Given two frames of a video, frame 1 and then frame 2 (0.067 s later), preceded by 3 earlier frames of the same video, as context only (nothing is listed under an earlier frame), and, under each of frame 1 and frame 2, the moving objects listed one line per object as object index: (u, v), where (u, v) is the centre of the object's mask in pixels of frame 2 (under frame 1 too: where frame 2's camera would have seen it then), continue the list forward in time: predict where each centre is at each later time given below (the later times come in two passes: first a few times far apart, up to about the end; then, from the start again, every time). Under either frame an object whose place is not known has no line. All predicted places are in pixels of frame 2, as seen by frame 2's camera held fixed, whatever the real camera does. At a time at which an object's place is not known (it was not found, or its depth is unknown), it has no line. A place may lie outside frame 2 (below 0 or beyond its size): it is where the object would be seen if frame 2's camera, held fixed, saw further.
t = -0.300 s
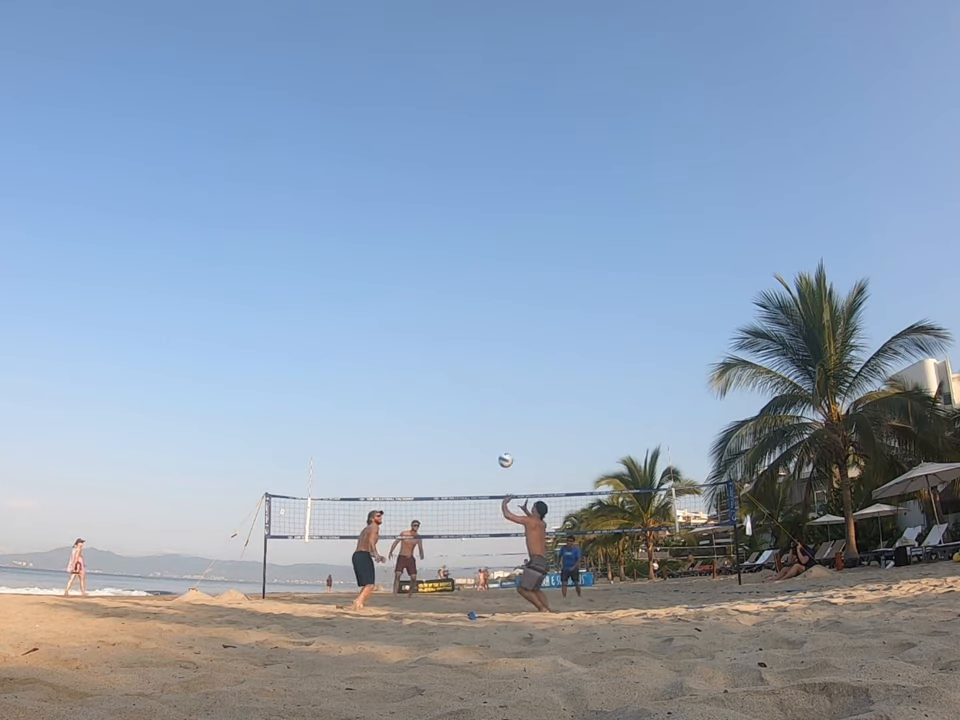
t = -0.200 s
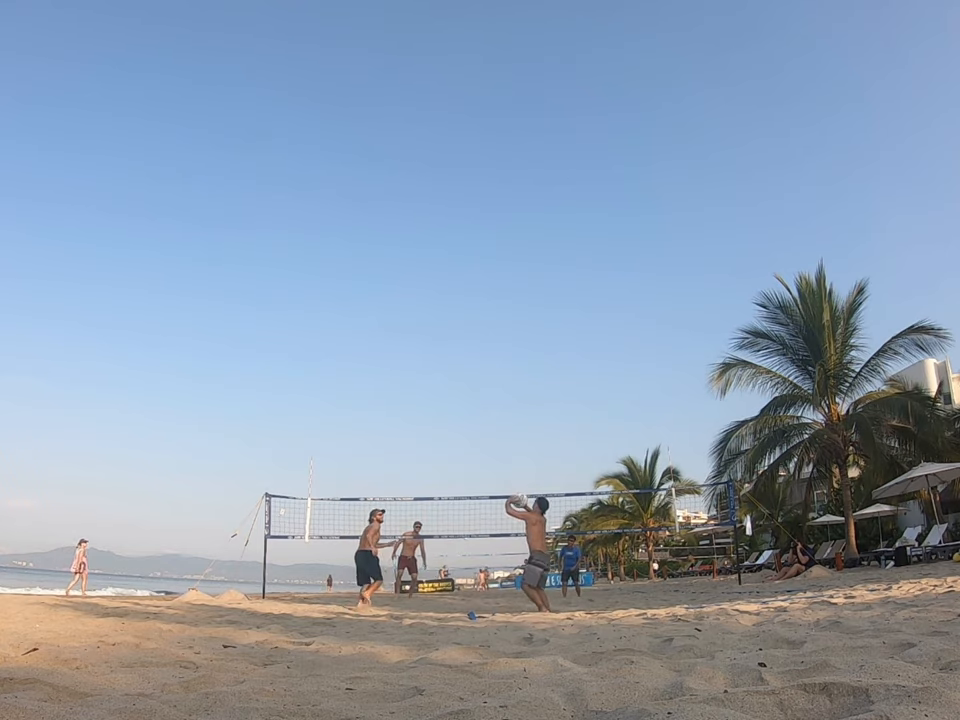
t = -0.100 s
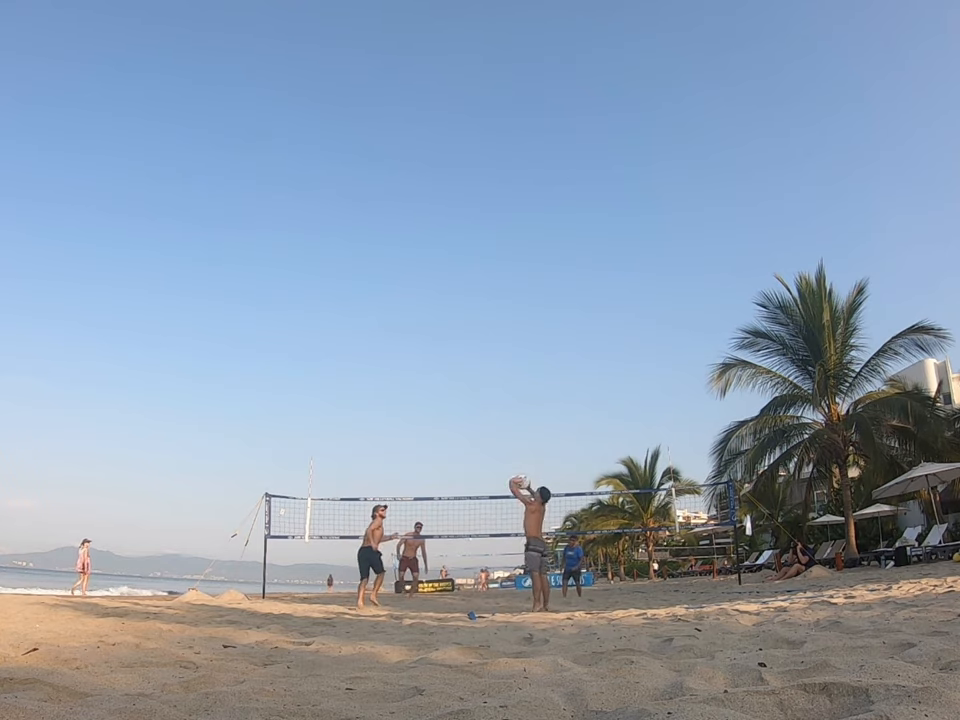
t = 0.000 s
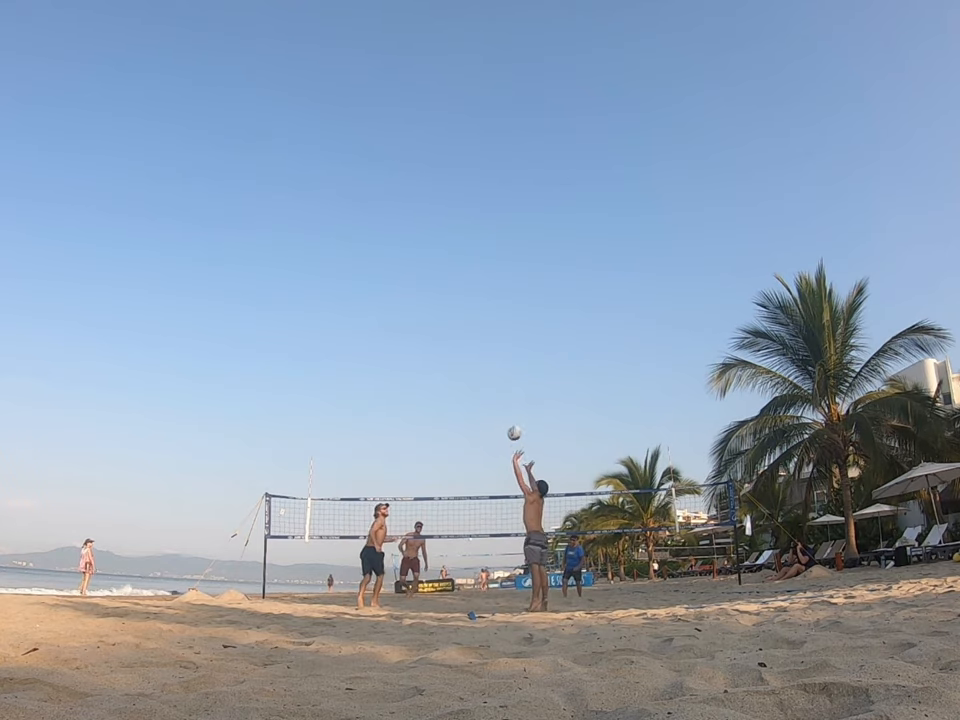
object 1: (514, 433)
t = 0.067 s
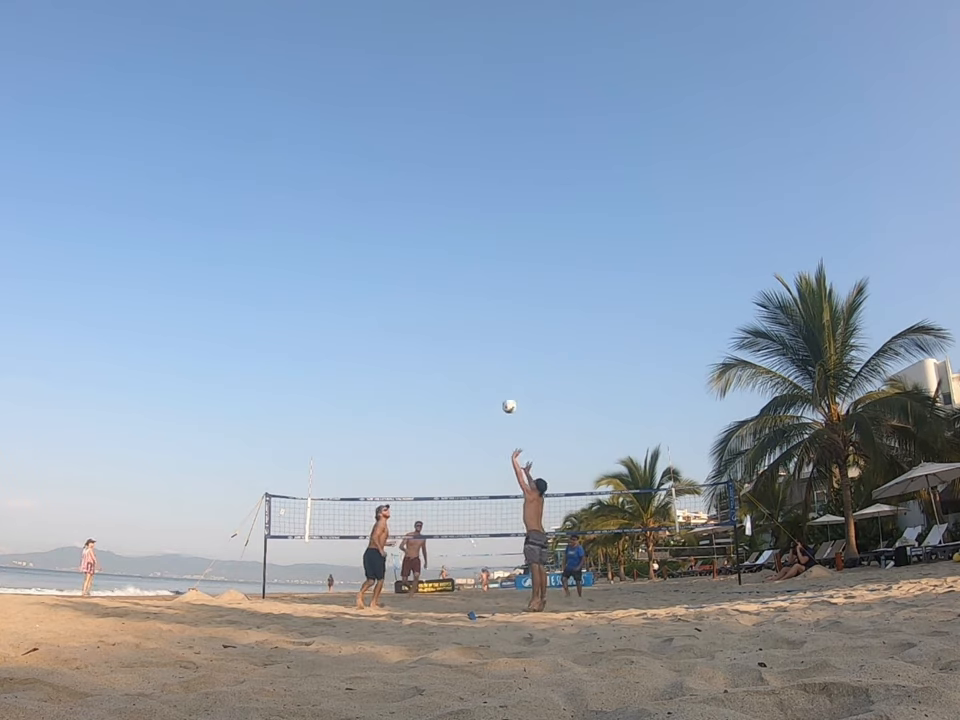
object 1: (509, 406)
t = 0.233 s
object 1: (497, 356)
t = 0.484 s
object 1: (481, 321)
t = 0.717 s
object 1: (468, 319)
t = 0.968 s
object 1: (456, 347)
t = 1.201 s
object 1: (445, 398)
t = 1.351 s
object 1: (438, 442)
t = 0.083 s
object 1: (508, 400)
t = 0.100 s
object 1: (506, 394)
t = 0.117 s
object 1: (505, 388)
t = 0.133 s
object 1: (504, 383)
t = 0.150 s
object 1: (503, 378)
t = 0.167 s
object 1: (502, 373)
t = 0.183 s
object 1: (501, 369)
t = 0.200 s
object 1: (500, 364)
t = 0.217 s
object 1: (498, 360)
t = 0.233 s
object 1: (497, 356)
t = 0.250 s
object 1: (496, 353)
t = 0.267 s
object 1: (495, 349)
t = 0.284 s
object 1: (494, 346)
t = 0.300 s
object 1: (493, 343)
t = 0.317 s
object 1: (492, 340)
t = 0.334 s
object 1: (491, 337)
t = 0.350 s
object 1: (490, 335)
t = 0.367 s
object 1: (489, 333)
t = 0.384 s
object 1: (488, 330)
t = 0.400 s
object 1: (487, 328)
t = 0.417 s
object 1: (485, 326)
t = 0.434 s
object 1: (485, 325)
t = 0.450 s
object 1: (483, 323)
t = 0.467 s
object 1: (482, 322)
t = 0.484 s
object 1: (481, 321)
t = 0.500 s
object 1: (480, 320)
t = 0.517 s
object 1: (480, 319)
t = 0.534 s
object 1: (478, 318)
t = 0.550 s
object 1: (477, 317)
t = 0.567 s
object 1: (477, 317)
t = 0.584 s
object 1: (476, 317)
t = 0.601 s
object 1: (475, 316)
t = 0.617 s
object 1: (474, 316)
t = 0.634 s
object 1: (473, 317)
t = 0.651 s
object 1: (472, 317)
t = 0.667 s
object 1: (471, 317)
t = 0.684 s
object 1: (470, 318)
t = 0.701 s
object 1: (469, 319)
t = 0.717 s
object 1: (468, 319)
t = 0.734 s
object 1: (467, 320)
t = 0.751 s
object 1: (466, 321)
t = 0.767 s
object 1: (466, 323)
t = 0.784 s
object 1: (465, 324)
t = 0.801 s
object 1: (464, 325)
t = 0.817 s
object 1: (463, 327)
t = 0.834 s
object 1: (463, 329)
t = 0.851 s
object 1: (462, 331)
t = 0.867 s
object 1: (461, 333)
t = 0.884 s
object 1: (460, 335)
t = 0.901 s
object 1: (459, 337)
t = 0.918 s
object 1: (458, 339)
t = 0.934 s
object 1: (457, 341)
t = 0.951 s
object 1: (456, 344)
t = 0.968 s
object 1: (456, 347)
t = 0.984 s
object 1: (455, 349)
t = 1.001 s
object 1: (454, 352)
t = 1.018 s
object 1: (453, 356)
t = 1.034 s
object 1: (453, 359)
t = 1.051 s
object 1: (452, 362)
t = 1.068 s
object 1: (451, 366)
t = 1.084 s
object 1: (450, 370)
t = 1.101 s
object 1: (450, 373)
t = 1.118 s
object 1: (448, 377)
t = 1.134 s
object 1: (447, 380)
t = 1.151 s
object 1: (447, 384)
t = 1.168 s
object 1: (447, 389)
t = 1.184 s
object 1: (445, 393)
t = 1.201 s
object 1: (445, 398)
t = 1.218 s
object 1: (444, 402)
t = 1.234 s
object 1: (443, 406)
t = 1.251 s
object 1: (442, 411)
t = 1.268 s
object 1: (441, 416)
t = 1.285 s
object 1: (441, 421)
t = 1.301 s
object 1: (440, 426)
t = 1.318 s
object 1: (439, 432)
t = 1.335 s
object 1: (439, 437)
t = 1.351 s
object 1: (438, 442)
